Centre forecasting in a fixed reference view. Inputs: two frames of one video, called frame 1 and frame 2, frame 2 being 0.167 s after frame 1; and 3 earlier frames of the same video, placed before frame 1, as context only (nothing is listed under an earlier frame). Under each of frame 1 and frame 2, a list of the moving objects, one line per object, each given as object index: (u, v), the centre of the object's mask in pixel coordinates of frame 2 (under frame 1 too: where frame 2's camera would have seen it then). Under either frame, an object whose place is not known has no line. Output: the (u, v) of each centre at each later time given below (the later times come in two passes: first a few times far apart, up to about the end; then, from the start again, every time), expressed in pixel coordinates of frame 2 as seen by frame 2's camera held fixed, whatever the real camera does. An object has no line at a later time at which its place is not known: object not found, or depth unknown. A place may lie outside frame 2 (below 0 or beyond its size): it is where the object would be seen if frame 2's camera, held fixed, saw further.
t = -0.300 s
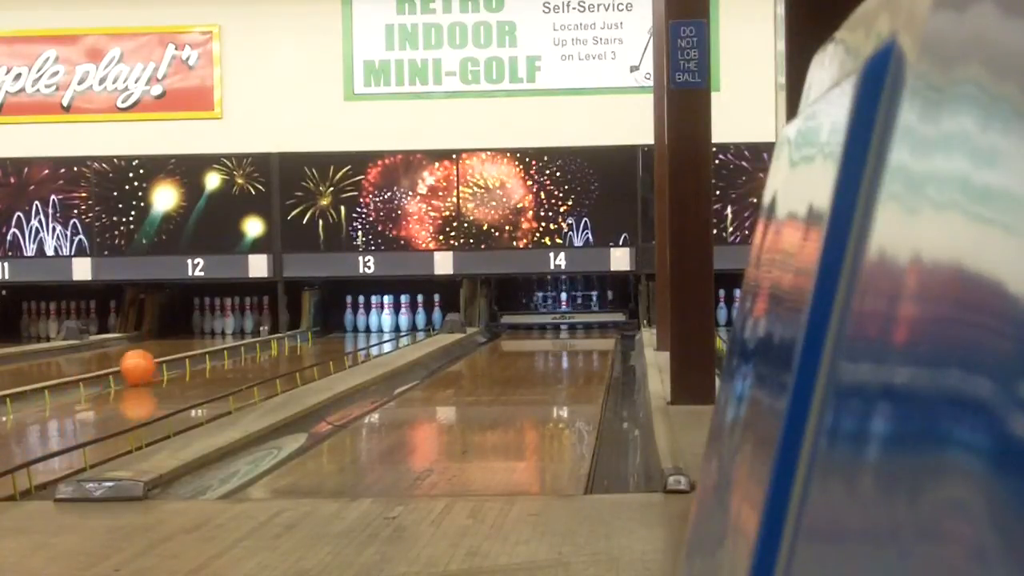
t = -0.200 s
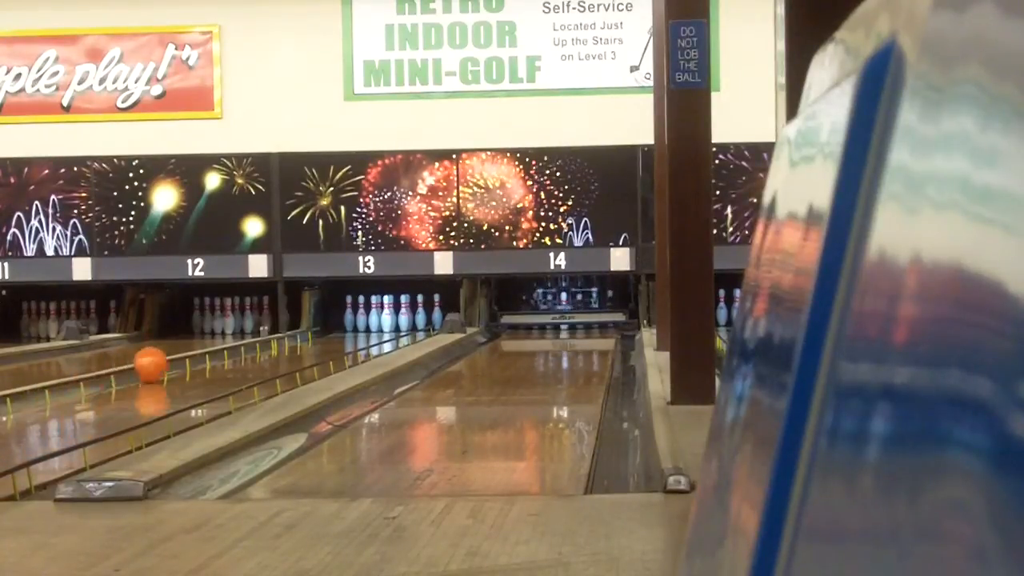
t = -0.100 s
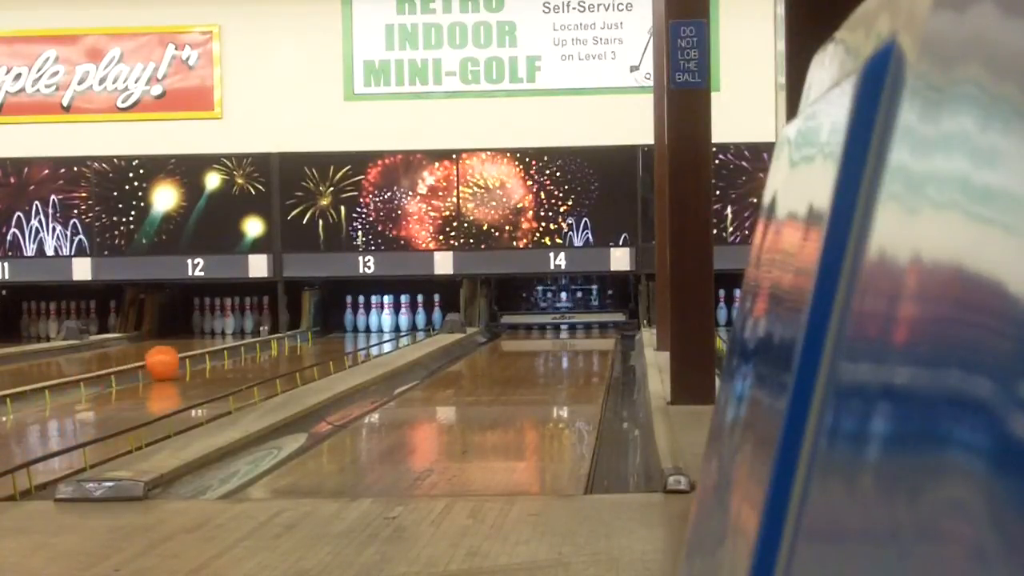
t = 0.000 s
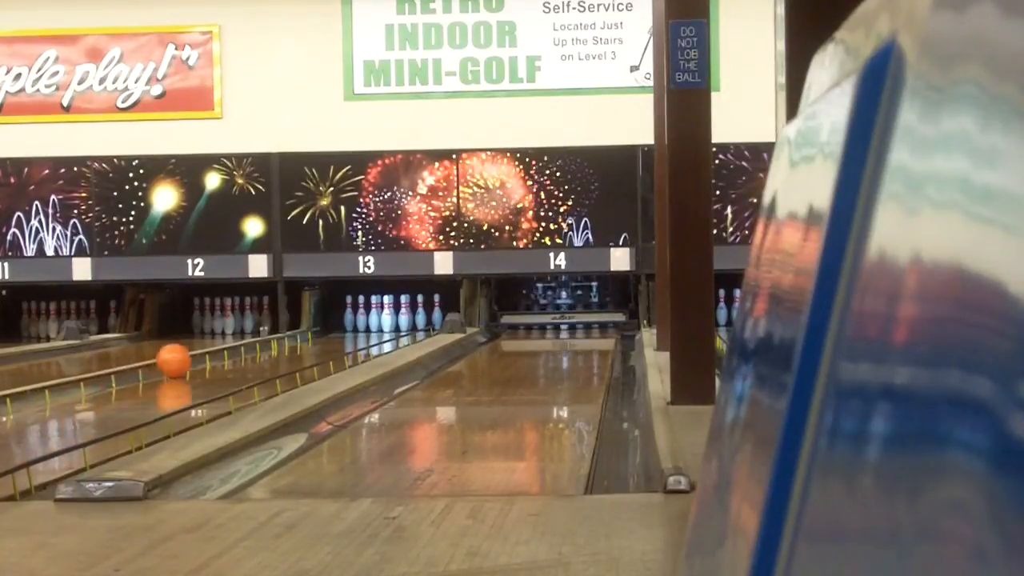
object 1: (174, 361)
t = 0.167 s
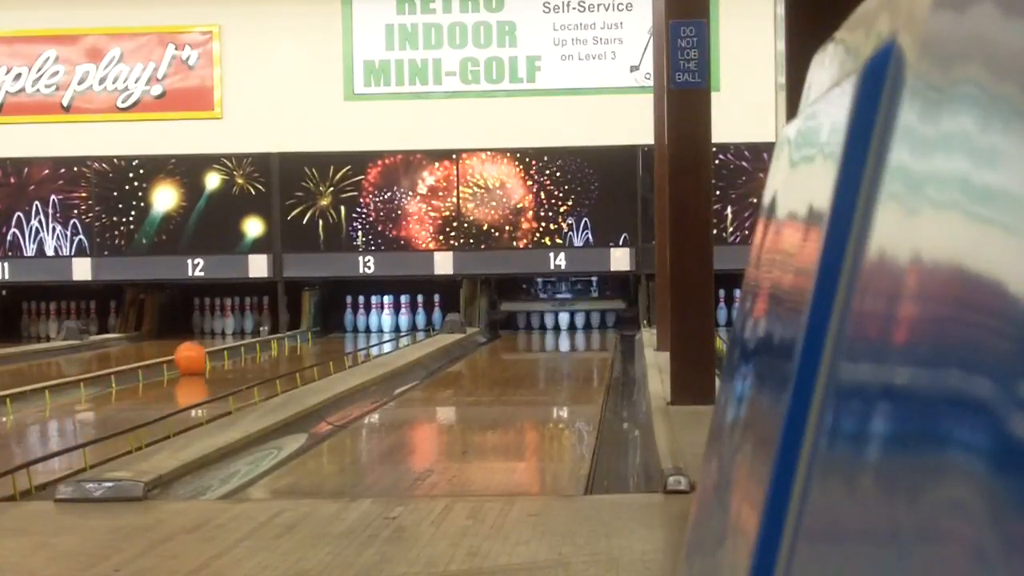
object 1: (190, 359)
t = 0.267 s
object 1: (200, 356)
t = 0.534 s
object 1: (221, 351)
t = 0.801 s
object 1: (242, 348)
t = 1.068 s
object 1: (261, 345)
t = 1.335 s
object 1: (280, 341)
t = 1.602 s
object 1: (296, 339)
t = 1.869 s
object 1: (312, 336)
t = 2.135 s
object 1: (326, 334)
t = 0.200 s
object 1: (194, 358)
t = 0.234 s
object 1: (196, 356)
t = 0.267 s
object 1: (200, 356)
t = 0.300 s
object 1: (203, 356)
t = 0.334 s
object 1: (206, 355)
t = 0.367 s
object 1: (208, 354)
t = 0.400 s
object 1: (212, 353)
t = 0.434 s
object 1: (215, 353)
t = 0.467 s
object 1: (217, 352)
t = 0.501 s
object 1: (219, 352)
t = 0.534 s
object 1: (221, 351)
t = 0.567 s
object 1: (224, 352)
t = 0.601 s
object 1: (227, 351)
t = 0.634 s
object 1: (229, 350)
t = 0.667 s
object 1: (232, 350)
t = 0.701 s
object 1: (235, 349)
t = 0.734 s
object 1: (237, 348)
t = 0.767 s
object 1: (240, 349)
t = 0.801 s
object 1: (242, 348)
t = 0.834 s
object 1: (244, 348)
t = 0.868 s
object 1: (247, 348)
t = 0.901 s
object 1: (250, 347)
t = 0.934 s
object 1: (252, 347)
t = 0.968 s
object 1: (254, 346)
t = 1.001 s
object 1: (256, 346)
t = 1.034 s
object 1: (258, 346)
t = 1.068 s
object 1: (261, 345)
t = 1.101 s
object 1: (263, 344)
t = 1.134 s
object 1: (266, 343)
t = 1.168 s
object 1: (268, 343)
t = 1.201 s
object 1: (270, 343)
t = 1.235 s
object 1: (272, 342)
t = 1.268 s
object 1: (274, 342)
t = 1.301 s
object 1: (276, 342)
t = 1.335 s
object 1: (280, 341)
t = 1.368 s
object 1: (282, 341)
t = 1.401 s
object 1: (284, 341)
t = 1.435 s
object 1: (286, 341)
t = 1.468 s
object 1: (288, 341)
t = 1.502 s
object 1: (290, 340)
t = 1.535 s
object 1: (292, 340)
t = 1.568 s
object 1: (294, 339)
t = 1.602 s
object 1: (296, 339)
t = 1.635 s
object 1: (298, 339)
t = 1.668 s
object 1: (300, 339)
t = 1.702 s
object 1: (301, 338)
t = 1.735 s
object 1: (304, 338)
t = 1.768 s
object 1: (306, 337)
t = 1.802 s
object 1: (308, 337)
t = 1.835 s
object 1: (310, 336)
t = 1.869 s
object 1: (312, 336)
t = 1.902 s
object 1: (313, 336)
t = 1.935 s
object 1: (315, 335)
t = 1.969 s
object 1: (317, 335)
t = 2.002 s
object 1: (319, 335)
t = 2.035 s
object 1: (321, 334)
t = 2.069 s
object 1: (323, 334)
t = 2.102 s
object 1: (325, 334)
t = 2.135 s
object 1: (326, 334)
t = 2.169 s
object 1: (328, 333)
